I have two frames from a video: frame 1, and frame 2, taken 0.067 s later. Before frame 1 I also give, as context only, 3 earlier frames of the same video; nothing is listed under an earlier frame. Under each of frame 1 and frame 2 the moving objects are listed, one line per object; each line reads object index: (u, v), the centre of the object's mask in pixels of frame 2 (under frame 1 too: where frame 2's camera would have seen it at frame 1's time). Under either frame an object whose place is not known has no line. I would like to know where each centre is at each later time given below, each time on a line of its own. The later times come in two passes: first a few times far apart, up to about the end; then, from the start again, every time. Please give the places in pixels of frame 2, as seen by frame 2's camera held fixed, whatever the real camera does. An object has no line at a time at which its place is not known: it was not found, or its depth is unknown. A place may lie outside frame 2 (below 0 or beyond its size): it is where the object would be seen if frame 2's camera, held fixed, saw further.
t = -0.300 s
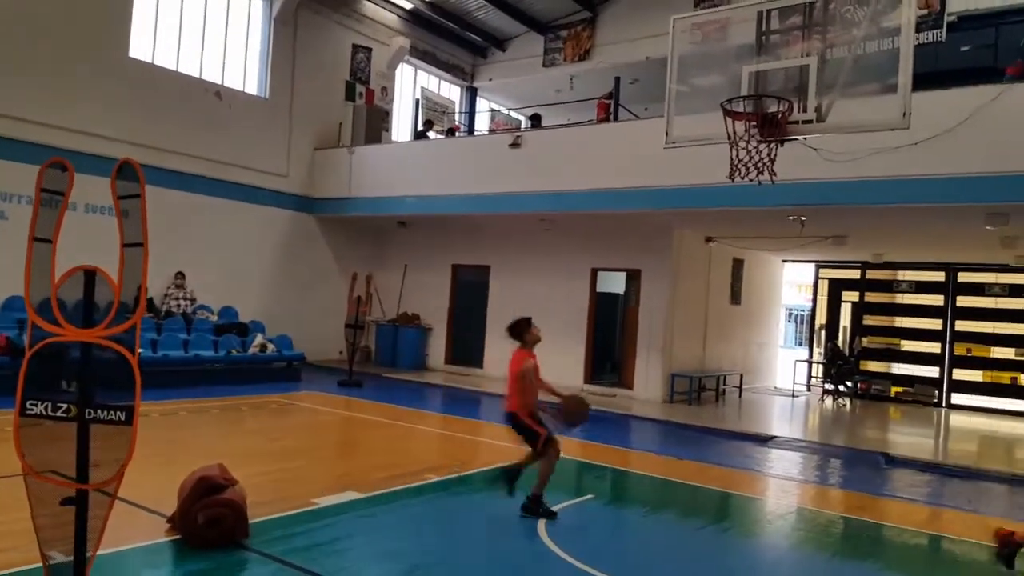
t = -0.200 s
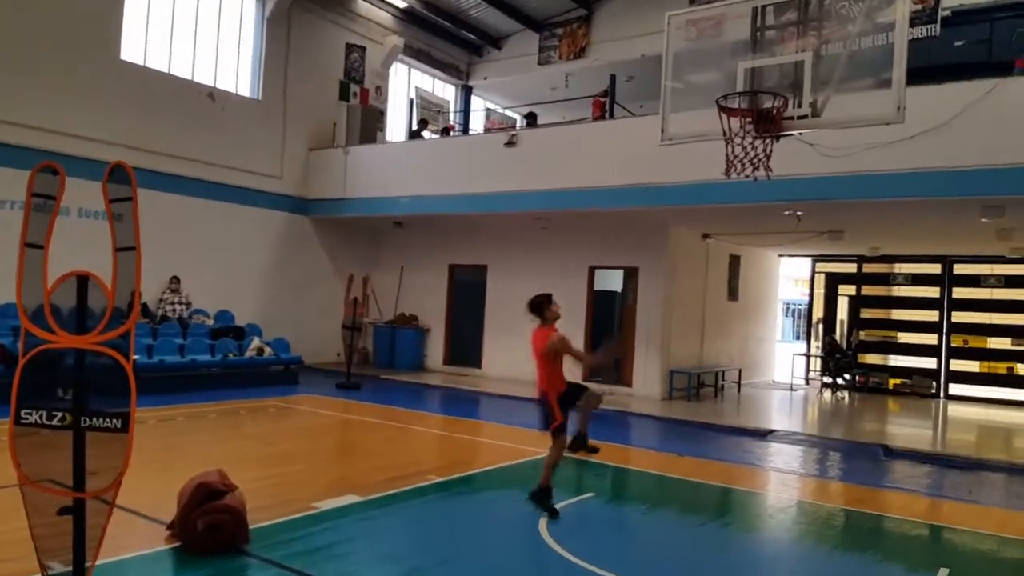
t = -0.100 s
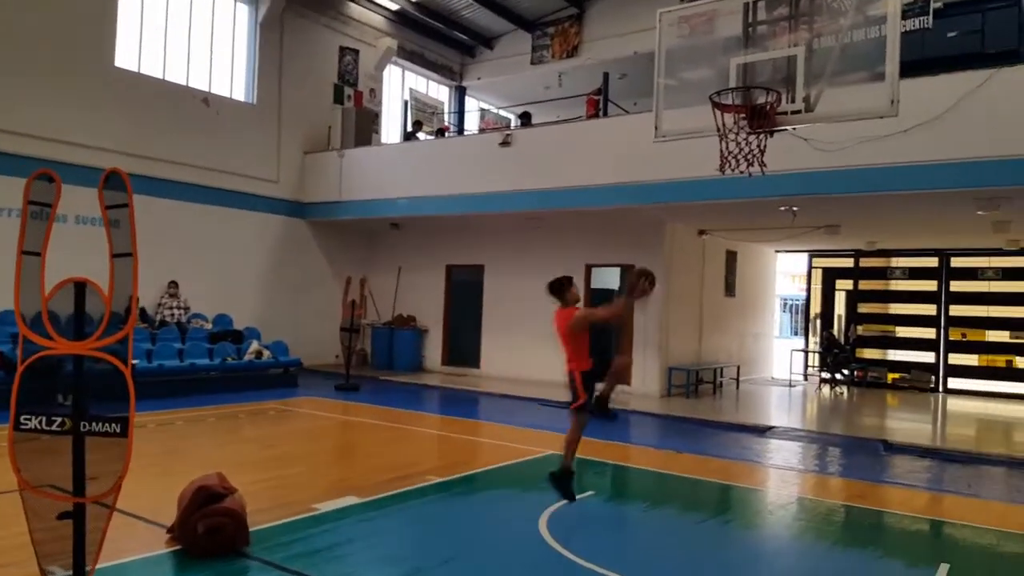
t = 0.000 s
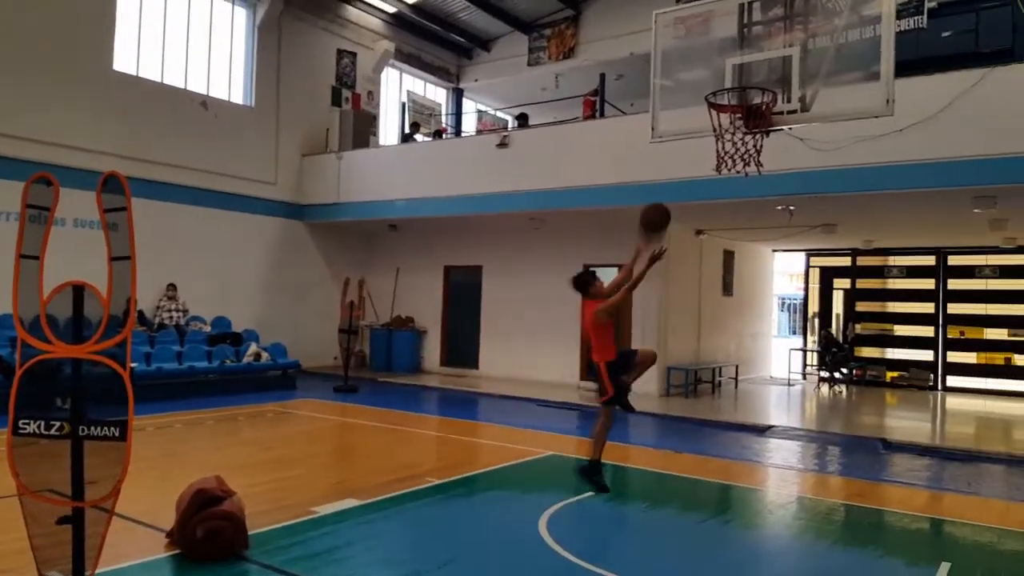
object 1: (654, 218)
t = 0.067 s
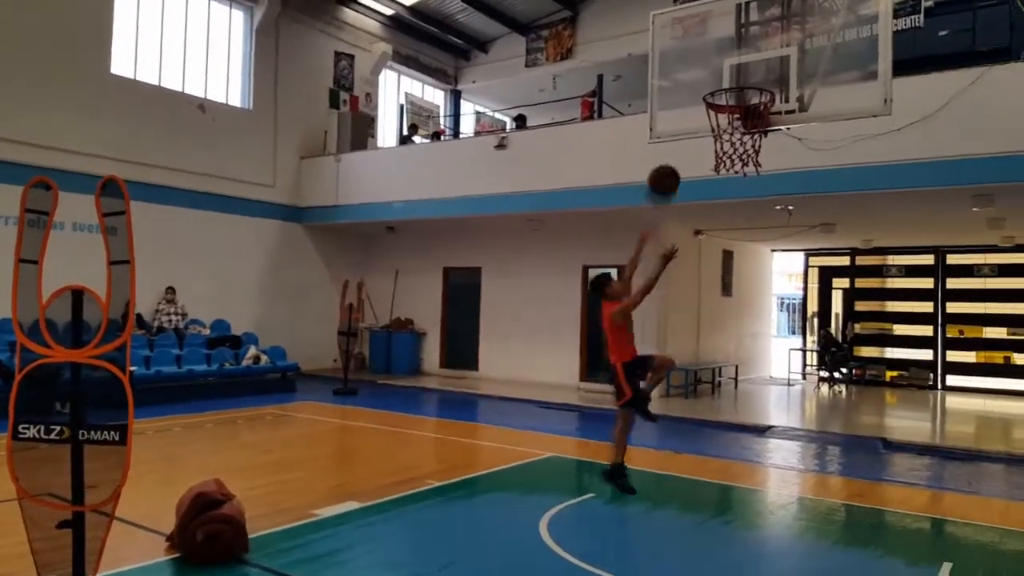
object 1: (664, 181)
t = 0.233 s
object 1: (689, 109)
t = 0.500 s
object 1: (715, 64)
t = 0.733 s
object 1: (729, 89)
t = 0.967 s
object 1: (752, 113)
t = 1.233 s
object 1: (730, 212)
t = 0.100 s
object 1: (669, 163)
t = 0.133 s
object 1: (674, 148)
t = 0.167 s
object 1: (679, 133)
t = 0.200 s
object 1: (684, 121)
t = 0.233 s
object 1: (689, 109)
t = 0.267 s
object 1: (694, 98)
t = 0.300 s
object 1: (698, 89)
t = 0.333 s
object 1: (704, 81)
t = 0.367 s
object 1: (708, 76)
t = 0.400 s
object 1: (710, 71)
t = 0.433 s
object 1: (712, 68)
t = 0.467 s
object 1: (713, 65)
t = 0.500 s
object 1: (715, 64)
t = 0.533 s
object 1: (717, 64)
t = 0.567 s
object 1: (719, 66)
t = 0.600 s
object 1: (721, 70)
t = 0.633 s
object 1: (722, 74)
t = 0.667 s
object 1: (725, 81)
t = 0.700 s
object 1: (727, 90)
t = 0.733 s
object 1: (729, 89)
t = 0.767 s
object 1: (735, 88)
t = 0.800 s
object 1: (739, 89)
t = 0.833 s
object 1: (744, 90)
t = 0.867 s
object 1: (750, 96)
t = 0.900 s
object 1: (756, 98)
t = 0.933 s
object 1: (755, 107)
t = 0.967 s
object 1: (752, 113)
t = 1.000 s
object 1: (750, 122)
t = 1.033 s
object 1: (747, 128)
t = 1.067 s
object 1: (742, 142)
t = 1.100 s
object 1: (738, 154)
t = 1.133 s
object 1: (736, 166)
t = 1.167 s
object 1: (733, 181)
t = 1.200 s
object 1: (730, 195)
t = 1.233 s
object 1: (730, 212)
